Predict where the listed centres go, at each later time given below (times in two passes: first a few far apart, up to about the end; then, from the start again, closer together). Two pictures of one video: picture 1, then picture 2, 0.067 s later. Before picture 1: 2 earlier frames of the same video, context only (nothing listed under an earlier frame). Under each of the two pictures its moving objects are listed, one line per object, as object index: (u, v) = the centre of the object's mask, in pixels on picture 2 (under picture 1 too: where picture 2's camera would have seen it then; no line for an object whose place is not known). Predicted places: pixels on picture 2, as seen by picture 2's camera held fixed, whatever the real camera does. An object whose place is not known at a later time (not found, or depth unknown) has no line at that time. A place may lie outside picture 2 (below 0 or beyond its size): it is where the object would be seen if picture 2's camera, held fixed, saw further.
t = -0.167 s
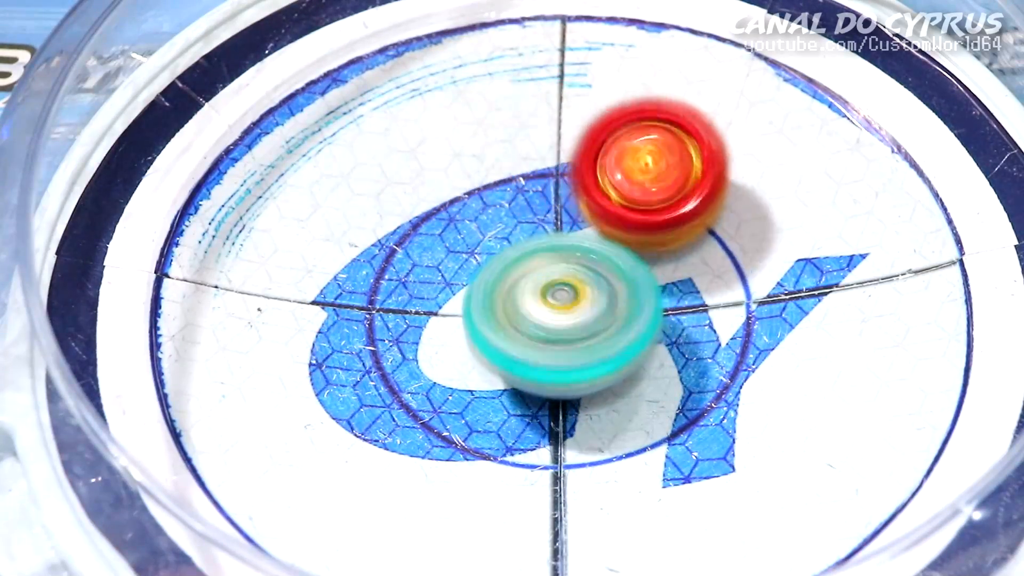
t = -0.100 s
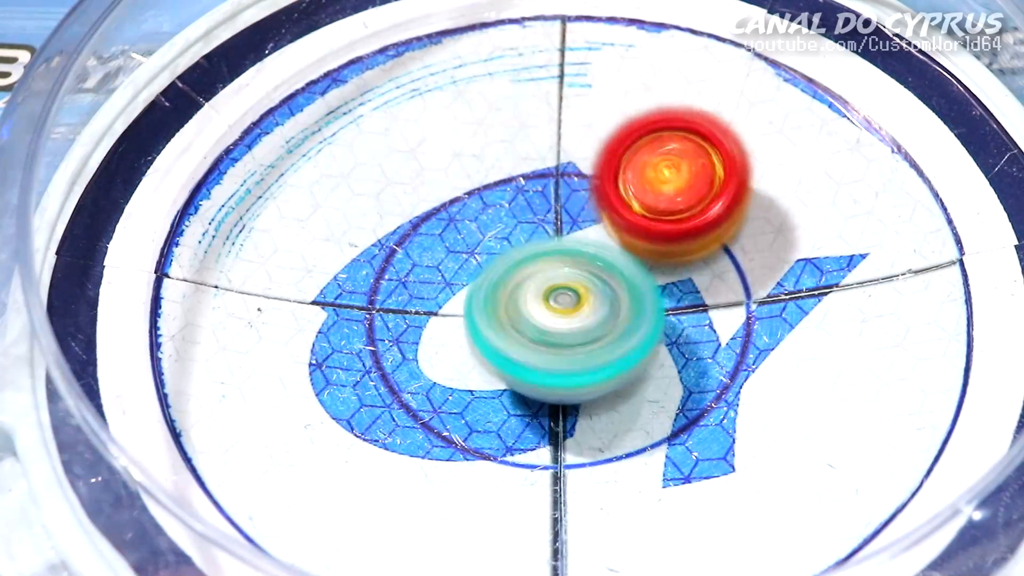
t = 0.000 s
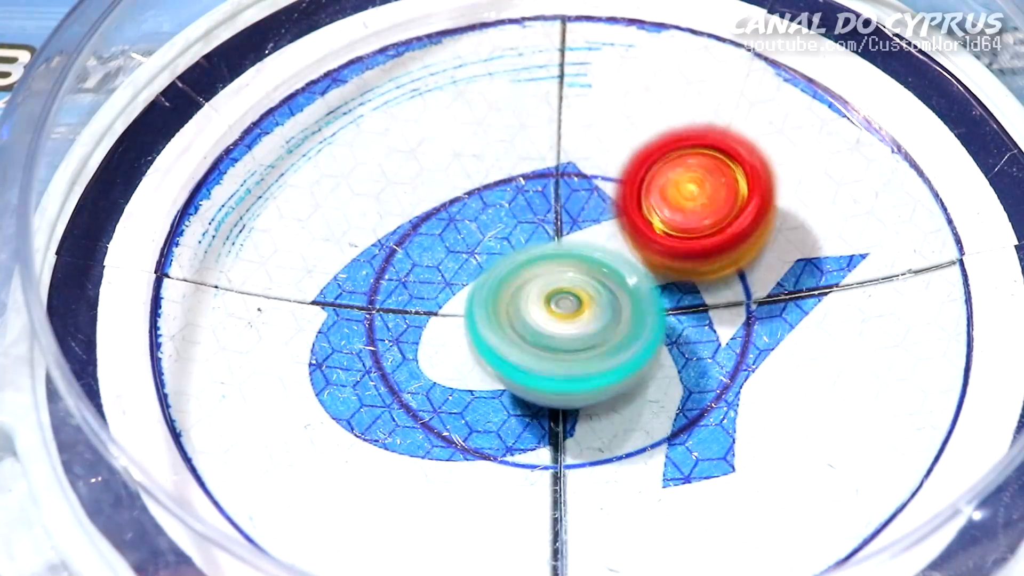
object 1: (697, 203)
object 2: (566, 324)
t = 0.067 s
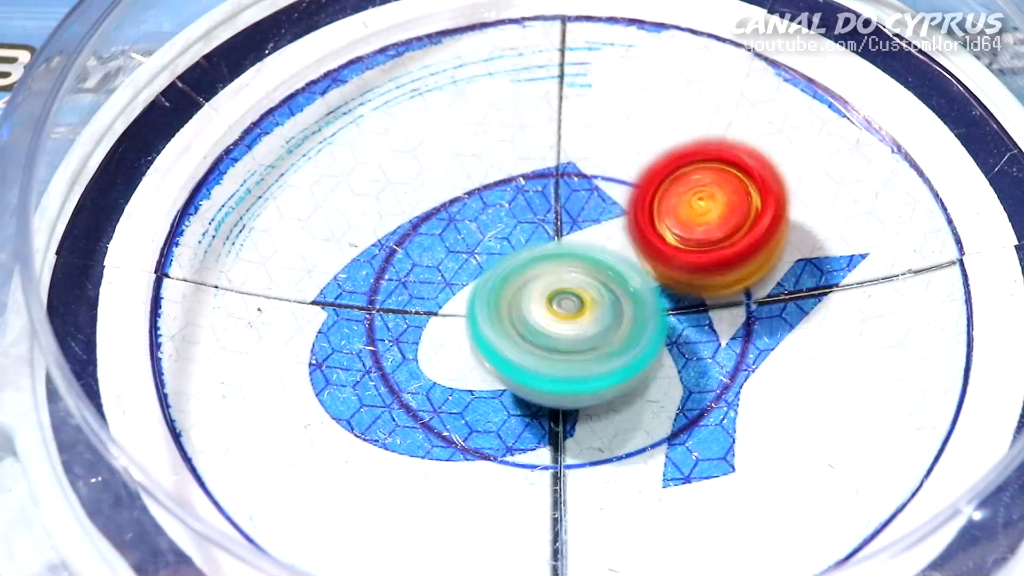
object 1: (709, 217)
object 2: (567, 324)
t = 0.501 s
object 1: (734, 303)
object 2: (541, 282)
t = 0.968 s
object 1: (620, 368)
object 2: (530, 212)
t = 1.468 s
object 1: (429, 334)
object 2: (572, 211)
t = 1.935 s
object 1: (349, 234)
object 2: (616, 274)
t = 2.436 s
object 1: (500, 169)
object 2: (546, 318)
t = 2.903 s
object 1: (695, 202)
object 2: (509, 280)
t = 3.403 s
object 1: (704, 339)
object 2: (556, 233)
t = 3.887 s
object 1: (459, 370)
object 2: (553, 222)
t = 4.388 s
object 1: (364, 230)
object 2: (549, 256)
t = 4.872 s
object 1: (519, 116)
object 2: (554, 369)
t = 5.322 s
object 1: (687, 220)
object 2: (519, 356)
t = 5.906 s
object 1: (611, 414)
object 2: (583, 260)
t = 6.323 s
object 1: (420, 344)
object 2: (616, 303)
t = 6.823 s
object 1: (514, 177)
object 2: (628, 289)
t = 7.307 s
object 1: (696, 247)
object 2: (556, 383)
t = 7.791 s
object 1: (573, 320)
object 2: (383, 257)
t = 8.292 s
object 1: (617, 261)
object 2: (486, 136)
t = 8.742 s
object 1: (573, 307)
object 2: (486, 144)
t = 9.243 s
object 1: (577, 255)
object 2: (468, 149)
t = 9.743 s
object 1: (527, 295)
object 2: (473, 150)
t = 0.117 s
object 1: (718, 228)
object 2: (567, 326)
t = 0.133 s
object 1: (722, 231)
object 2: (566, 326)
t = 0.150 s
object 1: (725, 235)
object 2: (565, 327)
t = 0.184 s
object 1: (730, 243)
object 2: (560, 323)
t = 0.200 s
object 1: (732, 247)
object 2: (558, 320)
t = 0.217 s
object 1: (735, 251)
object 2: (558, 319)
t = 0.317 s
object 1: (746, 273)
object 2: (550, 307)
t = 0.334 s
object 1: (747, 276)
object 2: (549, 304)
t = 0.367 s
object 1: (747, 282)
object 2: (547, 300)
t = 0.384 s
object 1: (747, 285)
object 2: (546, 298)
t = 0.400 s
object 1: (745, 288)
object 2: (545, 296)
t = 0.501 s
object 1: (734, 303)
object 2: (541, 282)
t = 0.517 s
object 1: (732, 306)
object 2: (539, 278)
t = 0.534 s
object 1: (734, 308)
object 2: (537, 275)
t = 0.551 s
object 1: (742, 311)
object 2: (530, 270)
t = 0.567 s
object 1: (746, 314)
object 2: (526, 267)
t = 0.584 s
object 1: (747, 317)
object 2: (524, 264)
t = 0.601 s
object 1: (746, 320)
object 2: (524, 262)
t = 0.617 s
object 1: (744, 322)
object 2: (523, 260)
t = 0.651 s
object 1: (735, 325)
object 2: (522, 256)
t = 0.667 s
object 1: (729, 327)
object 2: (522, 253)
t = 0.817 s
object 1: (671, 338)
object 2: (524, 234)
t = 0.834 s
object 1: (665, 340)
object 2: (524, 231)
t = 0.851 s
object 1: (659, 344)
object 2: (525, 229)
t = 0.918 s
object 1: (638, 360)
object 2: (529, 218)
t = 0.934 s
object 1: (632, 363)
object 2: (528, 216)
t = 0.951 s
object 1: (627, 366)
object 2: (530, 213)
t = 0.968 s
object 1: (620, 368)
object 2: (530, 212)
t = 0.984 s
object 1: (613, 371)
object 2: (531, 210)
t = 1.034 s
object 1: (594, 374)
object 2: (534, 205)
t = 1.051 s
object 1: (587, 374)
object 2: (535, 204)
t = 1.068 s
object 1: (580, 375)
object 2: (537, 203)
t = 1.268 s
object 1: (501, 363)
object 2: (552, 197)
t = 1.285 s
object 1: (494, 360)
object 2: (551, 197)
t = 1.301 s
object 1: (488, 358)
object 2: (551, 197)
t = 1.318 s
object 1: (483, 355)
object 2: (552, 197)
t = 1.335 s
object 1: (476, 352)
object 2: (553, 198)
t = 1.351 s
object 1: (472, 350)
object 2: (555, 199)
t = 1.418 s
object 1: (451, 338)
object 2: (562, 209)
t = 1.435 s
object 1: (446, 335)
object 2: (563, 212)
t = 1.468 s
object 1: (429, 334)
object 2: (572, 211)
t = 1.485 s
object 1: (424, 332)
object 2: (577, 213)
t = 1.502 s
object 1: (417, 329)
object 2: (577, 216)
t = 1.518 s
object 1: (412, 326)
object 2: (579, 217)
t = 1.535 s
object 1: (409, 323)
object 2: (580, 220)
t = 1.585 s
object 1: (402, 314)
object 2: (581, 226)
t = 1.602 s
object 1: (401, 311)
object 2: (582, 229)
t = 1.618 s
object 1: (401, 308)
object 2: (581, 231)
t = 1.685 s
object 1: (402, 295)
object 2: (584, 241)
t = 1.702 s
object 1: (402, 292)
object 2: (585, 242)
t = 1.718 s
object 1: (389, 289)
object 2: (594, 244)
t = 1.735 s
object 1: (378, 285)
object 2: (606, 246)
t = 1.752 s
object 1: (368, 281)
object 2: (612, 248)
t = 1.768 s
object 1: (361, 277)
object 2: (616, 250)
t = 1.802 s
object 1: (353, 267)
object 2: (618, 256)
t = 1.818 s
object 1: (351, 263)
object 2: (618, 258)
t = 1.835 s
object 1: (349, 258)
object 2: (618, 262)
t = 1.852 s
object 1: (348, 255)
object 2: (617, 264)
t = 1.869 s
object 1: (348, 250)
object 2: (618, 266)
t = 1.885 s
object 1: (348, 246)
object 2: (616, 268)
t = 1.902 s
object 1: (348, 242)
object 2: (617, 269)
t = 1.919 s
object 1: (348, 238)
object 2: (617, 271)
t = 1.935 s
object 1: (349, 234)
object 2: (616, 274)
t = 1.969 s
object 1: (350, 227)
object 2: (613, 278)
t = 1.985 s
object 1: (351, 223)
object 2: (612, 280)
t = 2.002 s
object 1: (353, 220)
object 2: (610, 283)
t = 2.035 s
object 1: (358, 213)
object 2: (607, 287)
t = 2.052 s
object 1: (361, 210)
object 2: (606, 289)
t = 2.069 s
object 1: (363, 207)
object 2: (603, 291)
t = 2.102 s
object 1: (371, 202)
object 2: (599, 294)
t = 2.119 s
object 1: (376, 200)
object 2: (597, 296)
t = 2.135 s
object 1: (380, 198)
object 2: (595, 298)
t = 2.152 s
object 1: (385, 196)
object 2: (592, 299)
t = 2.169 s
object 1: (390, 195)
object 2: (590, 301)
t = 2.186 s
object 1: (395, 193)
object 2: (586, 302)
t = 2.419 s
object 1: (492, 172)
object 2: (549, 316)
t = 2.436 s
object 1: (500, 169)
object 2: (546, 318)
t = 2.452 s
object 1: (505, 166)
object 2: (542, 318)
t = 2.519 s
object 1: (532, 160)
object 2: (533, 317)
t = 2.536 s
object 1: (539, 160)
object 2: (531, 316)
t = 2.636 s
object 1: (582, 163)
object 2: (520, 311)
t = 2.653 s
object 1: (590, 164)
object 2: (518, 310)
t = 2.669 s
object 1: (597, 165)
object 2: (516, 308)
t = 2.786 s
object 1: (650, 179)
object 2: (509, 295)
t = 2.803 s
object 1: (658, 183)
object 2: (508, 292)
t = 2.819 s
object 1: (665, 185)
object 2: (508, 291)
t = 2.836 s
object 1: (671, 188)
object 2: (508, 288)
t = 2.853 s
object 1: (678, 191)
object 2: (508, 286)
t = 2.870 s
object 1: (683, 195)
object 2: (508, 284)
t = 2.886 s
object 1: (690, 199)
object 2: (508, 282)
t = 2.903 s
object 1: (695, 202)
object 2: (509, 280)
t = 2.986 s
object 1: (718, 225)
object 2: (510, 269)
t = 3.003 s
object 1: (722, 229)
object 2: (512, 268)
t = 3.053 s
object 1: (732, 244)
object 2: (517, 262)
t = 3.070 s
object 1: (735, 249)
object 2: (518, 260)
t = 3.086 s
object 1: (736, 254)
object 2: (520, 259)
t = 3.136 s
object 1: (740, 270)
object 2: (526, 255)
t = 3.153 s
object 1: (741, 275)
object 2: (528, 253)
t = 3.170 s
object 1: (740, 280)
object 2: (531, 251)
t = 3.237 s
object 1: (737, 297)
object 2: (539, 248)
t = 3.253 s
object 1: (736, 301)
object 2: (541, 247)
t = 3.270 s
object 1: (733, 305)
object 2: (543, 246)
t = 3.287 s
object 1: (731, 308)
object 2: (547, 246)
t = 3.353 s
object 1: (716, 324)
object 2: (555, 240)
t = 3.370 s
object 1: (716, 330)
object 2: (554, 236)
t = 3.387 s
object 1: (711, 335)
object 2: (555, 234)
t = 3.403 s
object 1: (704, 339)
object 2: (556, 233)
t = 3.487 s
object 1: (670, 357)
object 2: (558, 228)
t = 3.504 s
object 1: (662, 361)
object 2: (558, 227)
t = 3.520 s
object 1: (654, 364)
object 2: (557, 226)
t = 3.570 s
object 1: (631, 372)
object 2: (556, 222)
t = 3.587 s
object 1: (623, 375)
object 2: (555, 221)
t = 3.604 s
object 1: (614, 377)
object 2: (553, 219)
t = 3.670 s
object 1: (578, 382)
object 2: (552, 218)
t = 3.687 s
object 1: (568, 382)
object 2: (550, 216)
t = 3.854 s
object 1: (479, 373)
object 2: (551, 223)
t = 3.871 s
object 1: (469, 372)
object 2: (553, 223)
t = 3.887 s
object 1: (459, 370)
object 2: (553, 222)
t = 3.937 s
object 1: (436, 362)
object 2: (552, 222)
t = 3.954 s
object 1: (430, 359)
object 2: (552, 224)
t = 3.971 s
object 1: (423, 355)
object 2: (551, 225)
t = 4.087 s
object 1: (389, 326)
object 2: (547, 233)
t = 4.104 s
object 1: (385, 321)
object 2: (545, 235)
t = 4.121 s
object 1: (383, 316)
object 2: (545, 236)
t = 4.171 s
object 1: (368, 301)
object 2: (548, 241)
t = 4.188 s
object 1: (365, 295)
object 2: (547, 244)
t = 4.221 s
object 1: (362, 284)
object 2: (547, 245)
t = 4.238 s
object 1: (360, 278)
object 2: (546, 247)
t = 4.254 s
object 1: (360, 274)
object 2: (548, 248)
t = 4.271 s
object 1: (358, 268)
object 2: (549, 250)
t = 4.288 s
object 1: (357, 262)
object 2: (549, 252)
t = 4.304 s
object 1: (358, 257)
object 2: (548, 253)
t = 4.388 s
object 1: (364, 230)
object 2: (549, 256)
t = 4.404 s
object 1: (366, 225)
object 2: (549, 256)
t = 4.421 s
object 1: (364, 219)
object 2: (551, 258)
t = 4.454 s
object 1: (364, 209)
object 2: (553, 263)
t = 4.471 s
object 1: (367, 204)
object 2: (556, 266)
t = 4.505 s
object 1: (375, 197)
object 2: (556, 272)
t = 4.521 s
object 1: (378, 193)
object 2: (556, 273)
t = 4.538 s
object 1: (383, 190)
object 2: (556, 274)
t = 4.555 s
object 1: (388, 186)
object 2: (558, 275)
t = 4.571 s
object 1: (394, 184)
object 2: (560, 277)
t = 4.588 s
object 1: (399, 181)
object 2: (560, 280)
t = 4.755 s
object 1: (466, 167)
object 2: (554, 297)
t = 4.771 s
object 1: (473, 166)
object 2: (553, 300)
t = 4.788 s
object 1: (479, 160)
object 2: (554, 313)
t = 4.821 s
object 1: (491, 134)
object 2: (557, 346)
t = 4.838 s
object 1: (500, 124)
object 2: (557, 355)
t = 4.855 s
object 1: (509, 119)
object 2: (555, 364)
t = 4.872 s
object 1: (519, 116)
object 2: (554, 369)
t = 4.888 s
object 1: (530, 115)
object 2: (553, 371)
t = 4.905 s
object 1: (537, 116)
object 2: (551, 373)
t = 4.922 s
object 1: (545, 117)
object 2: (551, 375)
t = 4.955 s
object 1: (558, 118)
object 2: (549, 376)
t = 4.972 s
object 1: (566, 121)
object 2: (548, 378)
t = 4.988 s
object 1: (572, 123)
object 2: (547, 377)
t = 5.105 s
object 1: (623, 145)
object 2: (535, 378)
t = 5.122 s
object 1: (630, 149)
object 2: (532, 377)
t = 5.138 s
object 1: (636, 154)
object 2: (531, 376)
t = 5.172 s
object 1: (648, 164)
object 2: (526, 373)
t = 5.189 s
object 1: (654, 168)
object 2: (526, 372)
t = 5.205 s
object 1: (660, 174)
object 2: (523, 370)
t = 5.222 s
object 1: (665, 179)
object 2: (521, 368)
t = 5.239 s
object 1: (670, 185)
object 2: (521, 367)
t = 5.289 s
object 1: (682, 205)
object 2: (520, 361)
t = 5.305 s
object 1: (686, 212)
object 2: (519, 358)
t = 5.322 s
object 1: (687, 220)
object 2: (519, 356)
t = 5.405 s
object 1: (693, 258)
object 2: (522, 341)
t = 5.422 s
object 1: (694, 266)
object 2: (523, 338)
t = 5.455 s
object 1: (704, 280)
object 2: (515, 333)
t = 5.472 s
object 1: (709, 286)
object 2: (511, 325)
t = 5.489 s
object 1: (709, 294)
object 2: (509, 323)
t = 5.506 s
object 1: (708, 300)
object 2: (506, 317)
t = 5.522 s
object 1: (706, 307)
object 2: (506, 310)
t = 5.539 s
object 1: (705, 312)
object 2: (509, 306)
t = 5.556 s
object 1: (703, 318)
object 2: (512, 305)
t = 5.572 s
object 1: (703, 324)
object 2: (514, 302)
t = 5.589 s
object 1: (708, 333)
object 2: (512, 298)
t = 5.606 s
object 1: (708, 340)
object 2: (510, 290)
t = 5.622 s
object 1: (706, 347)
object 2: (511, 281)
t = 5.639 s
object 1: (704, 352)
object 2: (513, 277)
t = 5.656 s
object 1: (702, 358)
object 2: (517, 274)
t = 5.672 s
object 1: (700, 363)
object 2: (520, 271)
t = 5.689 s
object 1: (696, 369)
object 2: (524, 268)
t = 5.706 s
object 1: (692, 374)
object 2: (529, 265)
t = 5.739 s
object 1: (683, 383)
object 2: (537, 263)
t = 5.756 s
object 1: (677, 389)
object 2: (542, 260)
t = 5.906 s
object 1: (611, 414)
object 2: (583, 260)
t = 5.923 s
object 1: (599, 417)
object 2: (588, 260)
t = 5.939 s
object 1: (589, 423)
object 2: (593, 258)
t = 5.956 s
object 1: (578, 426)
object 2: (600, 254)
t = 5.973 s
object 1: (567, 427)
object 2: (606, 253)
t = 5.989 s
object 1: (559, 427)
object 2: (613, 256)
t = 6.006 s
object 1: (548, 428)
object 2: (615, 259)
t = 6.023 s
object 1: (539, 427)
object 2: (615, 261)
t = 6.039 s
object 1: (530, 426)
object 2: (620, 261)
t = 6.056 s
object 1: (519, 425)
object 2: (621, 266)
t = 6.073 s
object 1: (511, 423)
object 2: (620, 269)
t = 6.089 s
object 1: (501, 421)
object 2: (623, 270)
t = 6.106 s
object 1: (493, 418)
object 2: (626, 274)
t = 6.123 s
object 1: (486, 414)
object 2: (625, 277)
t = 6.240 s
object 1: (437, 378)
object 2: (624, 293)
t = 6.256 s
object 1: (432, 372)
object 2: (622, 295)
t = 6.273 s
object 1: (428, 365)
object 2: (622, 296)
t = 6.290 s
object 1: (426, 358)
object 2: (619, 299)
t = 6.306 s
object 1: (422, 351)
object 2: (618, 301)
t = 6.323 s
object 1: (420, 344)
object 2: (616, 303)
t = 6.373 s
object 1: (417, 321)
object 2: (609, 308)
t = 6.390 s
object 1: (415, 313)
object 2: (607, 309)
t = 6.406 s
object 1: (403, 303)
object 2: (617, 310)
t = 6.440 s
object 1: (383, 282)
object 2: (637, 314)
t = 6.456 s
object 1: (380, 275)
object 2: (642, 314)
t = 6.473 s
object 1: (379, 268)
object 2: (641, 315)
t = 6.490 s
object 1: (380, 259)
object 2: (640, 315)
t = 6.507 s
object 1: (384, 253)
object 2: (634, 316)
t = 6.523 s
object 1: (386, 247)
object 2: (633, 313)
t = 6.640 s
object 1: (426, 208)
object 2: (629, 308)
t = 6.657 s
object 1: (433, 205)
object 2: (629, 305)
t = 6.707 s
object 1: (455, 194)
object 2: (629, 301)
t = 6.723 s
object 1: (465, 190)
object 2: (632, 300)
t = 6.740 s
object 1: (474, 189)
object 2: (630, 299)
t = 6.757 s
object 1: (481, 186)
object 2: (629, 297)
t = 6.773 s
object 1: (491, 183)
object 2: (626, 295)
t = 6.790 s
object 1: (498, 182)
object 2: (628, 293)
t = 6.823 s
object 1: (514, 177)
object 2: (628, 289)
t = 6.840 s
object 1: (520, 176)
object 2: (628, 288)
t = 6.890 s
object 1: (544, 169)
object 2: (637, 301)
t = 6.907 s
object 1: (551, 168)
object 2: (639, 304)
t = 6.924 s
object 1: (561, 168)
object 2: (638, 308)
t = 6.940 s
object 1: (569, 168)
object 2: (634, 308)
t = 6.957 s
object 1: (578, 169)
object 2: (629, 307)
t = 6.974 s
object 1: (587, 170)
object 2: (629, 303)
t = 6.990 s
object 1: (596, 169)
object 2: (628, 311)
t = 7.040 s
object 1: (620, 169)
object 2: (623, 333)
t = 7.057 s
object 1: (626, 169)
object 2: (622, 337)
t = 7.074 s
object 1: (634, 173)
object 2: (625, 339)
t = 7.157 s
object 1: (663, 195)
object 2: (621, 350)
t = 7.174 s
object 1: (668, 201)
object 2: (620, 352)
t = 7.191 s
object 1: (672, 206)
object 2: (616, 355)
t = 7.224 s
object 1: (682, 216)
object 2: (604, 364)
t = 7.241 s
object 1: (685, 225)
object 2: (597, 367)
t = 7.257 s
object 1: (690, 228)
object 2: (587, 373)
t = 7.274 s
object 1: (695, 233)
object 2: (576, 377)
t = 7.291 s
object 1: (697, 240)
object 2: (566, 381)
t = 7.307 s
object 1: (696, 247)
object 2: (556, 383)
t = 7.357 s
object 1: (692, 264)
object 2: (530, 386)
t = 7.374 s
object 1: (691, 269)
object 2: (520, 386)
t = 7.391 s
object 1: (689, 275)
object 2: (515, 387)
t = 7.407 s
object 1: (685, 282)
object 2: (503, 385)
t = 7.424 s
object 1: (680, 287)
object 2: (496, 385)
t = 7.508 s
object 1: (652, 310)
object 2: (463, 373)
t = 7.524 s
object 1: (643, 315)
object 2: (454, 369)
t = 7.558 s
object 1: (628, 321)
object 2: (448, 361)
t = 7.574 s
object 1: (620, 323)
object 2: (444, 356)
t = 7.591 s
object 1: (621, 325)
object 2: (433, 351)
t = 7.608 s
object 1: (622, 325)
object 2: (419, 341)
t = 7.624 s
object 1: (619, 327)
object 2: (411, 336)
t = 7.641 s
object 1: (615, 328)
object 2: (404, 331)
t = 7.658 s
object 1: (609, 327)
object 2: (402, 323)
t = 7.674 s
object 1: (603, 328)
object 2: (401, 318)
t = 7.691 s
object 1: (595, 327)
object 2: (397, 311)
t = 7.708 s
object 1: (587, 327)
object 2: (400, 304)
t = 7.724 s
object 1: (580, 325)
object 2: (398, 298)
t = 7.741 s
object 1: (573, 322)
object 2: (395, 289)
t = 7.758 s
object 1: (569, 320)
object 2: (396, 283)
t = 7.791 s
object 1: (573, 320)
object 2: (383, 257)
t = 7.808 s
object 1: (570, 318)
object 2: (381, 249)
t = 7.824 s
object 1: (565, 315)
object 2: (381, 241)
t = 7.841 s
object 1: (561, 310)
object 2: (382, 232)
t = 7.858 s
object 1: (558, 306)
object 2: (387, 226)
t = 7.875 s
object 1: (557, 302)
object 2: (389, 219)
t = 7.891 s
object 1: (556, 298)
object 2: (389, 211)
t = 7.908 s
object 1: (556, 295)
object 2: (393, 205)
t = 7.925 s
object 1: (555, 292)
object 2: (397, 199)
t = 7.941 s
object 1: (552, 287)
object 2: (401, 196)
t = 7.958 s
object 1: (552, 283)
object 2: (399, 189)
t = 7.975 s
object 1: (551, 278)
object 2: (403, 185)
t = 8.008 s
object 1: (551, 270)
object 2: (410, 181)
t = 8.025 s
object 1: (553, 266)
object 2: (411, 178)
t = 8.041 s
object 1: (555, 262)
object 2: (415, 174)
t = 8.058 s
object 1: (556, 259)
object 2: (420, 174)
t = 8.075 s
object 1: (557, 254)
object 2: (423, 172)
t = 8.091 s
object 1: (559, 251)
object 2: (426, 173)
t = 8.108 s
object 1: (563, 249)
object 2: (429, 171)
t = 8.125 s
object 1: (570, 251)
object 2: (434, 161)
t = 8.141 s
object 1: (576, 253)
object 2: (440, 153)
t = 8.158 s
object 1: (584, 254)
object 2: (449, 149)
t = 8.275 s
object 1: (611, 260)
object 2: (485, 137)
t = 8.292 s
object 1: (617, 261)
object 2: (486, 136)
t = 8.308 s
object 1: (621, 264)
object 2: (487, 136)
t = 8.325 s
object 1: (623, 268)
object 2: (488, 136)
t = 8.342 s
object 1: (625, 270)
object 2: (487, 137)
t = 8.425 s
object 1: (632, 283)
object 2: (478, 148)
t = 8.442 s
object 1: (633, 286)
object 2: (474, 150)
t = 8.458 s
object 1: (631, 290)
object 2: (470, 151)
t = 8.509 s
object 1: (626, 299)
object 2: (463, 151)
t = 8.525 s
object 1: (624, 302)
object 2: (462, 150)
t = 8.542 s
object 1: (621, 303)
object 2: (462, 150)
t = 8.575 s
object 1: (616, 307)
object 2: (463, 150)
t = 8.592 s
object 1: (612, 309)
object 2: (465, 151)
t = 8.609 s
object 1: (607, 310)
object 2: (467, 151)
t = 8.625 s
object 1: (603, 310)
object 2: (470, 151)
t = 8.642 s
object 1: (599, 311)
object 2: (474, 151)
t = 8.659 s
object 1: (594, 311)
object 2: (478, 150)
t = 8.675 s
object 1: (590, 311)
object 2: (481, 149)
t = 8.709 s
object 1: (582, 309)
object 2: (485, 145)
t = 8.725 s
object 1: (578, 309)
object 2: (486, 144)
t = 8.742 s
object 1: (573, 307)
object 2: (486, 144)
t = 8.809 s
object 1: (558, 297)
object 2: (481, 148)
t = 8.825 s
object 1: (555, 294)
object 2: (478, 149)
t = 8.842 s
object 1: (553, 291)
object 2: (474, 149)
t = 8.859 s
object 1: (552, 288)
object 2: (471, 149)
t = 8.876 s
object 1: (549, 284)
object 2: (468, 149)
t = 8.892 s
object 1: (548, 280)
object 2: (466, 148)
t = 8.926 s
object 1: (546, 273)
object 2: (464, 146)
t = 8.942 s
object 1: (544, 269)
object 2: (464, 144)
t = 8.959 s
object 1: (543, 266)
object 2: (467, 143)
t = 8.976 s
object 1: (543, 262)
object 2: (469, 141)
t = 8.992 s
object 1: (544, 258)
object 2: (472, 140)
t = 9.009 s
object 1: (544, 256)
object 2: (474, 138)
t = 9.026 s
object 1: (546, 253)
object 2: (474, 137)
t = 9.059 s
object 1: (551, 250)
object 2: (474, 137)
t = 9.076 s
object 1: (552, 249)
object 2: (475, 137)
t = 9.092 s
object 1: (552, 248)
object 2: (474, 137)
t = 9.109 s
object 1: (555, 247)
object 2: (474, 137)
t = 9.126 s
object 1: (558, 246)
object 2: (473, 139)
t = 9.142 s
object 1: (561, 246)
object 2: (473, 140)
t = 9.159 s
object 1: (563, 247)
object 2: (472, 142)
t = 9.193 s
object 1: (570, 248)
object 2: (470, 144)
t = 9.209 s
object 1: (574, 249)
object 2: (469, 146)
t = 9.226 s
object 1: (575, 253)
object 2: (469, 148)
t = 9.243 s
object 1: (577, 255)
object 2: (468, 149)
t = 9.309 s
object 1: (580, 266)
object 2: (472, 152)
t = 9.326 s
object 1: (582, 268)
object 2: (473, 152)
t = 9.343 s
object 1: (584, 270)
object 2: (473, 153)
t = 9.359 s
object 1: (586, 274)
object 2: (474, 153)
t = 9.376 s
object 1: (586, 277)
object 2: (475, 153)
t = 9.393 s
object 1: (586, 281)
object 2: (475, 153)
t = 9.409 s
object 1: (584, 285)
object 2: (475, 153)
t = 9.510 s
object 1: (571, 299)
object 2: (475, 153)
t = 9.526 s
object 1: (568, 302)
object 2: (475, 153)
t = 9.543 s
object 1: (564, 303)
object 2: (474, 153)
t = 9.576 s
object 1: (557, 305)
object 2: (474, 153)
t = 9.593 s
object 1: (553, 306)
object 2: (474, 153)
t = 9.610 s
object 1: (549, 305)
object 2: (473, 154)
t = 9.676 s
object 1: (536, 302)
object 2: (473, 153)
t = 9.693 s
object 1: (533, 301)
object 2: (473, 152)
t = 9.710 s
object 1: (532, 299)
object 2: (473, 152)
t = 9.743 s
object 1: (527, 295)
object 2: (473, 150)
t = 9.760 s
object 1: (524, 292)
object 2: (472, 149)
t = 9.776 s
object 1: (524, 289)
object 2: (472, 148)
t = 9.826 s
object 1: (521, 281)
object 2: (472, 145)
